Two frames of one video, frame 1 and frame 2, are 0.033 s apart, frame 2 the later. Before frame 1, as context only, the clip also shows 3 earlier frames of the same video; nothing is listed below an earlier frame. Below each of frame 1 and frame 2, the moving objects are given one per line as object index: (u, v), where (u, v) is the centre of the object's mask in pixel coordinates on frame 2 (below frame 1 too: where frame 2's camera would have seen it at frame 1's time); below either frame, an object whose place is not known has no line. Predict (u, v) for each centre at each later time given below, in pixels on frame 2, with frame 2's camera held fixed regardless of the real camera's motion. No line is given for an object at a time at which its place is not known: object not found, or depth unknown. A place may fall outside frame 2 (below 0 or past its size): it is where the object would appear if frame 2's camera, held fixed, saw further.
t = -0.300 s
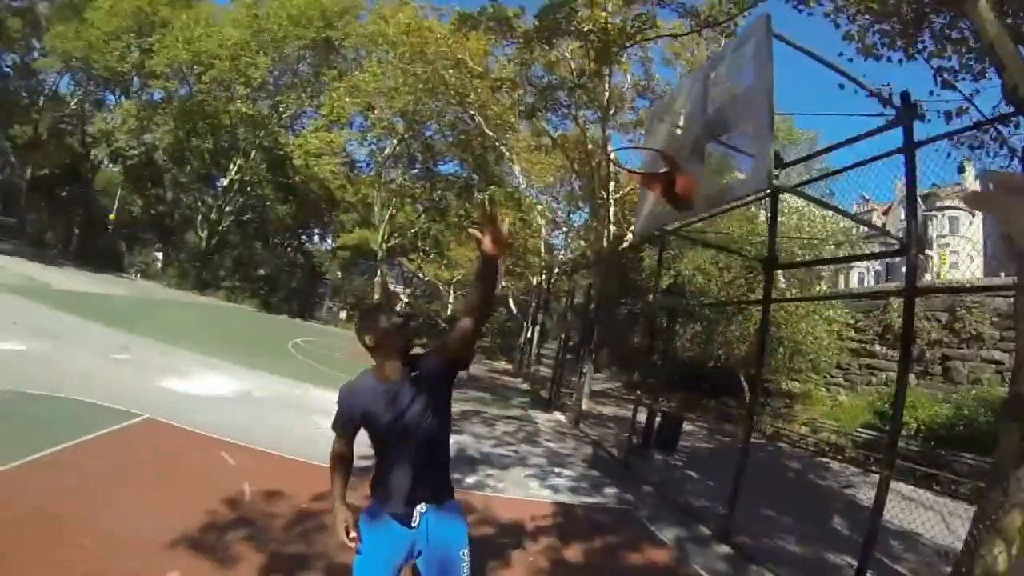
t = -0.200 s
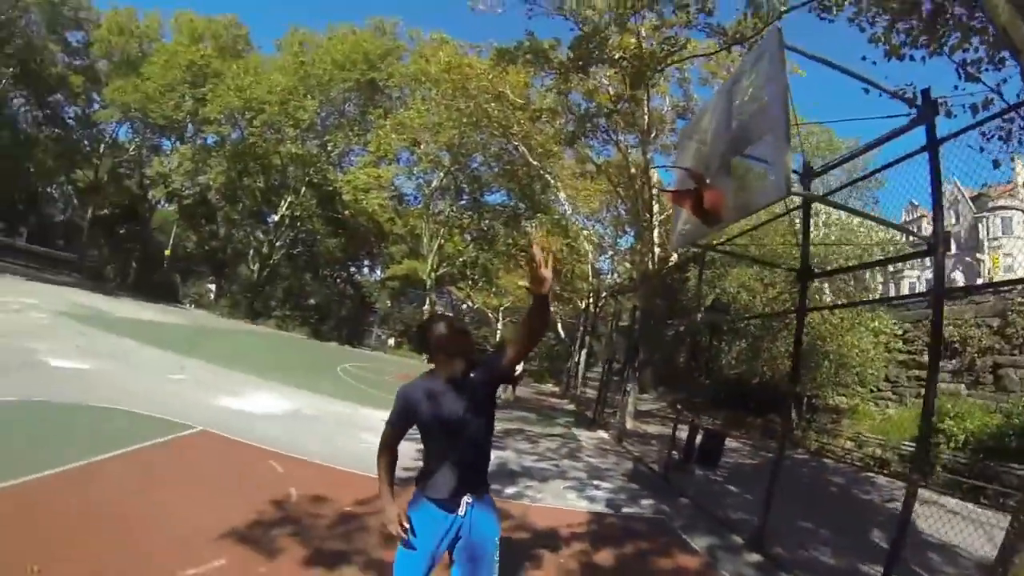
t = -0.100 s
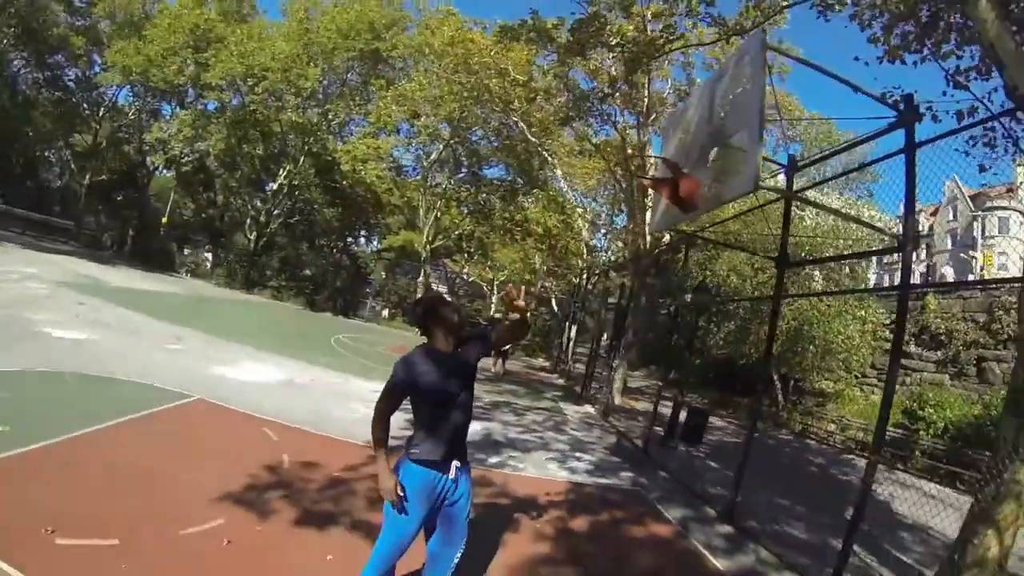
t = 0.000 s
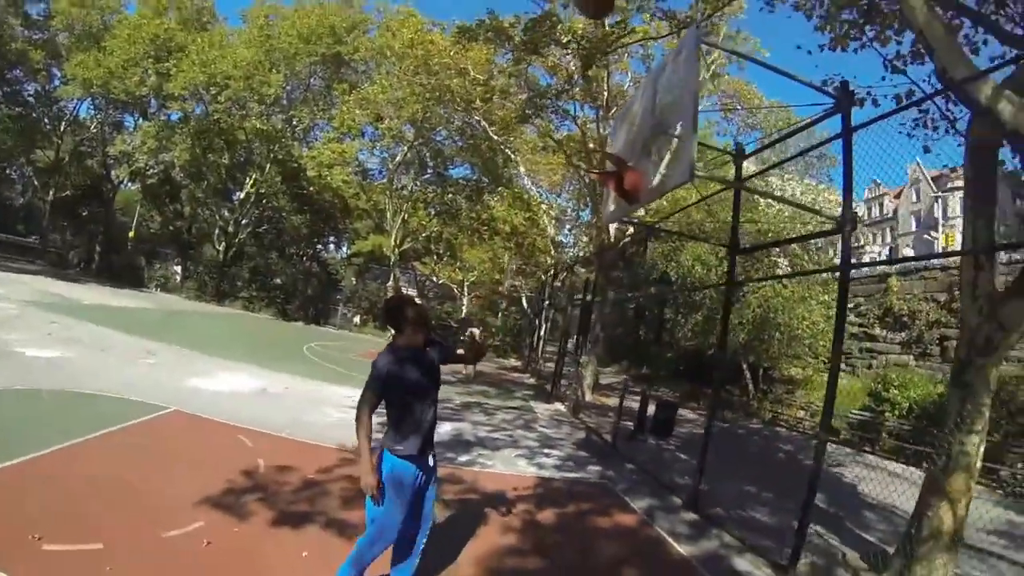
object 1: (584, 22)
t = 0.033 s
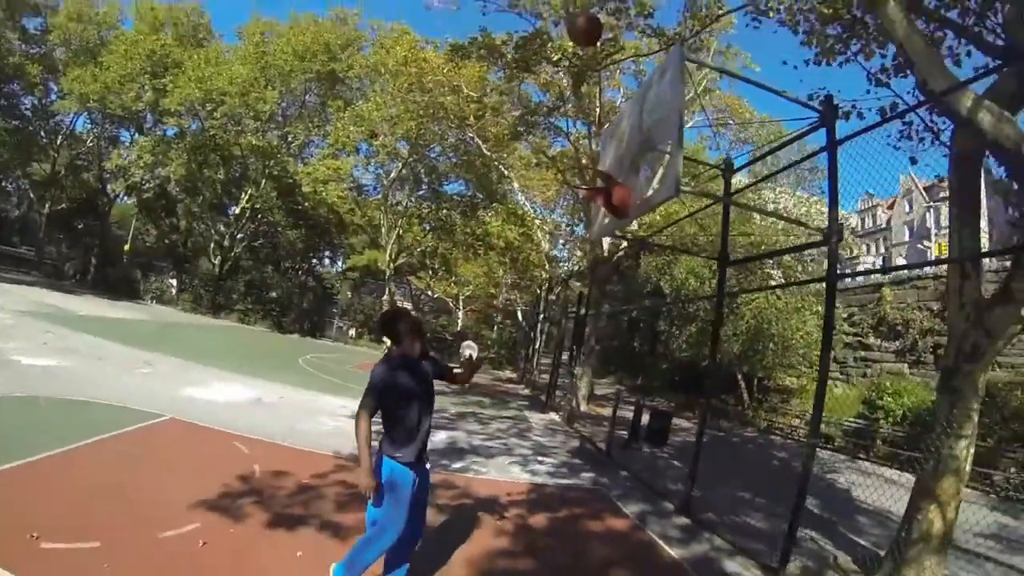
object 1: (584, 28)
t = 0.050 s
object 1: (582, 36)
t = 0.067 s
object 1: (581, 38)
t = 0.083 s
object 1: (585, 40)
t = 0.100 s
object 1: (586, 49)
